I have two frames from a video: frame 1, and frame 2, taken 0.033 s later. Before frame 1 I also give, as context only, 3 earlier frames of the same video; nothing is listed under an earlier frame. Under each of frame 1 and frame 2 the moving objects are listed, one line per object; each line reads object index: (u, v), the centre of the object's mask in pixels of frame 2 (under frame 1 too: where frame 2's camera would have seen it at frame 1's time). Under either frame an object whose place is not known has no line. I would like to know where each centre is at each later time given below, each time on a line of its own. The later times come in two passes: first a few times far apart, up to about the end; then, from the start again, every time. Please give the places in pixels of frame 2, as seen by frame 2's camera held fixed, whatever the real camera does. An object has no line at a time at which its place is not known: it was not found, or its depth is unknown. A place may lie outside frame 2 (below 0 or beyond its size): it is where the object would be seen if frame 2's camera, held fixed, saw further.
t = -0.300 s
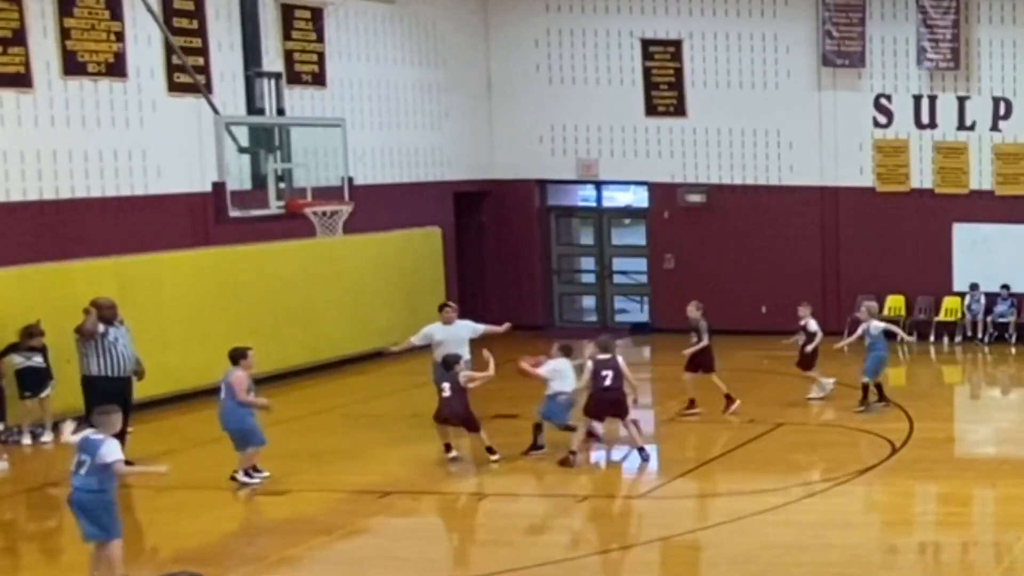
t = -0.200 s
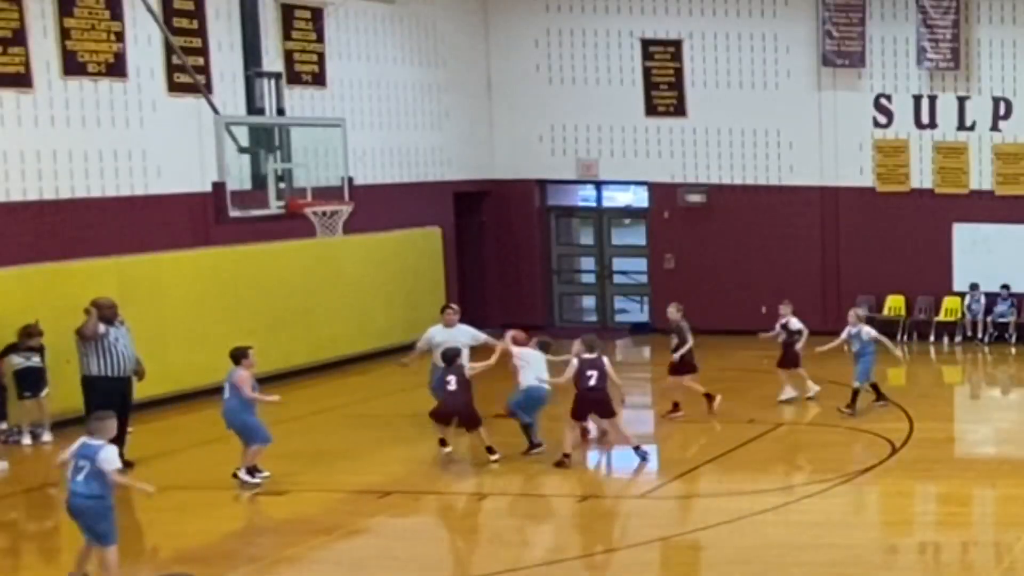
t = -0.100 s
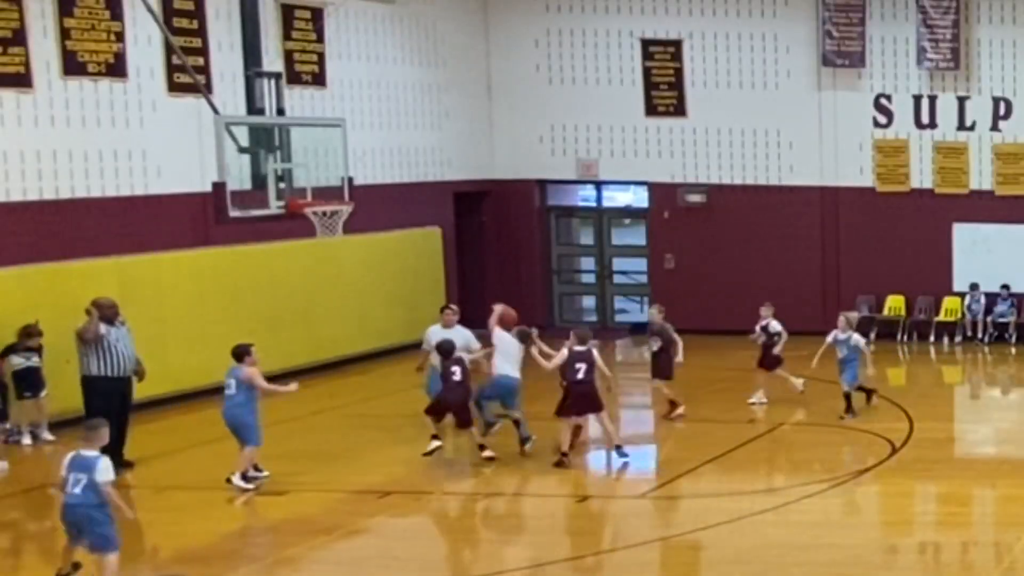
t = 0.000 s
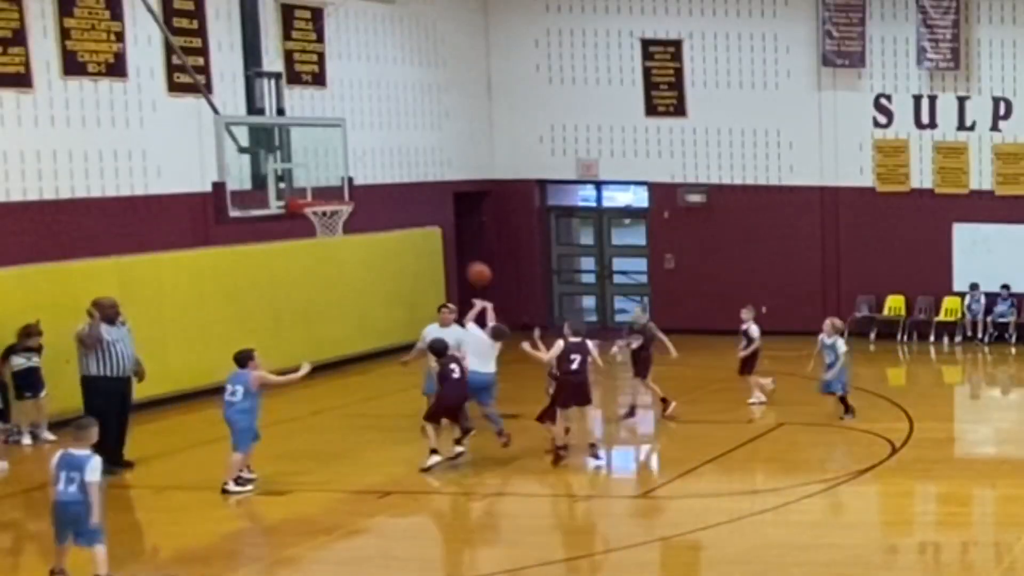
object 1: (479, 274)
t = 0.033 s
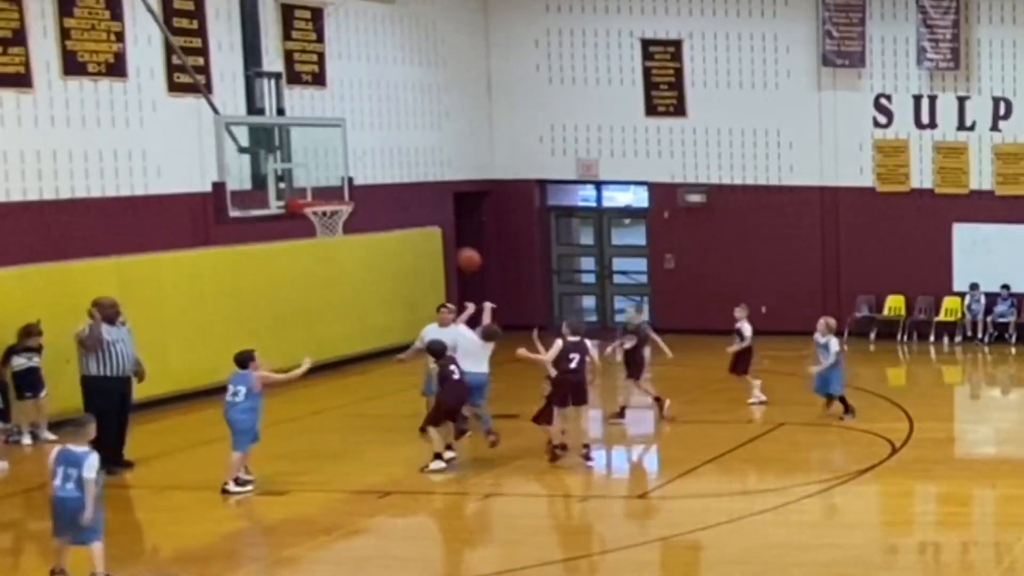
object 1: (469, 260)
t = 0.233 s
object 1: (407, 192)
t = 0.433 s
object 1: (347, 162)
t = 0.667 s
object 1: (289, 170)
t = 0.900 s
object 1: (336, 181)
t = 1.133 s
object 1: (384, 186)
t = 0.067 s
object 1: (458, 246)
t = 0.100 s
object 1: (448, 233)
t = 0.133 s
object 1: (438, 221)
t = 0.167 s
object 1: (428, 210)
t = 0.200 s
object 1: (417, 200)
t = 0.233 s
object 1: (407, 192)
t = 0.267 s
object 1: (397, 184)
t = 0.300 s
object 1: (387, 178)
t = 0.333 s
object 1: (376, 173)
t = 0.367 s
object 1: (366, 168)
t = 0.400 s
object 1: (357, 165)
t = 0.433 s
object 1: (347, 162)
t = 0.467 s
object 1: (337, 160)
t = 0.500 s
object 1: (328, 160)
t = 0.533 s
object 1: (318, 159)
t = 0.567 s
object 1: (309, 161)
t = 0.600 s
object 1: (300, 163)
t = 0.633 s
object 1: (290, 167)
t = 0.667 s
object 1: (289, 170)
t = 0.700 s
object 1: (295, 175)
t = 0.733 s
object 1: (300, 180)
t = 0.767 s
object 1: (309, 188)
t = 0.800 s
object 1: (316, 195)
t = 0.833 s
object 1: (322, 188)
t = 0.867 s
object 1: (327, 186)
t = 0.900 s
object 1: (336, 181)
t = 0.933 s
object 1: (343, 179)
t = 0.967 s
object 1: (349, 178)
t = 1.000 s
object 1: (356, 178)
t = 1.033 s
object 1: (362, 179)
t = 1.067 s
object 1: (370, 180)
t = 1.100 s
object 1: (377, 183)
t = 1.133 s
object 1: (384, 186)
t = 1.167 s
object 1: (391, 191)
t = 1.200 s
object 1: (398, 196)
